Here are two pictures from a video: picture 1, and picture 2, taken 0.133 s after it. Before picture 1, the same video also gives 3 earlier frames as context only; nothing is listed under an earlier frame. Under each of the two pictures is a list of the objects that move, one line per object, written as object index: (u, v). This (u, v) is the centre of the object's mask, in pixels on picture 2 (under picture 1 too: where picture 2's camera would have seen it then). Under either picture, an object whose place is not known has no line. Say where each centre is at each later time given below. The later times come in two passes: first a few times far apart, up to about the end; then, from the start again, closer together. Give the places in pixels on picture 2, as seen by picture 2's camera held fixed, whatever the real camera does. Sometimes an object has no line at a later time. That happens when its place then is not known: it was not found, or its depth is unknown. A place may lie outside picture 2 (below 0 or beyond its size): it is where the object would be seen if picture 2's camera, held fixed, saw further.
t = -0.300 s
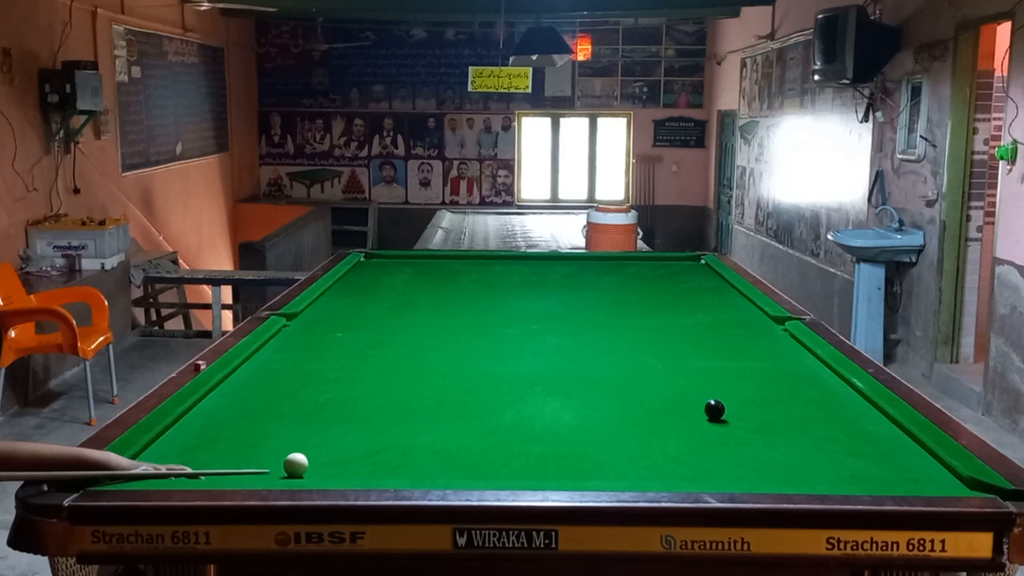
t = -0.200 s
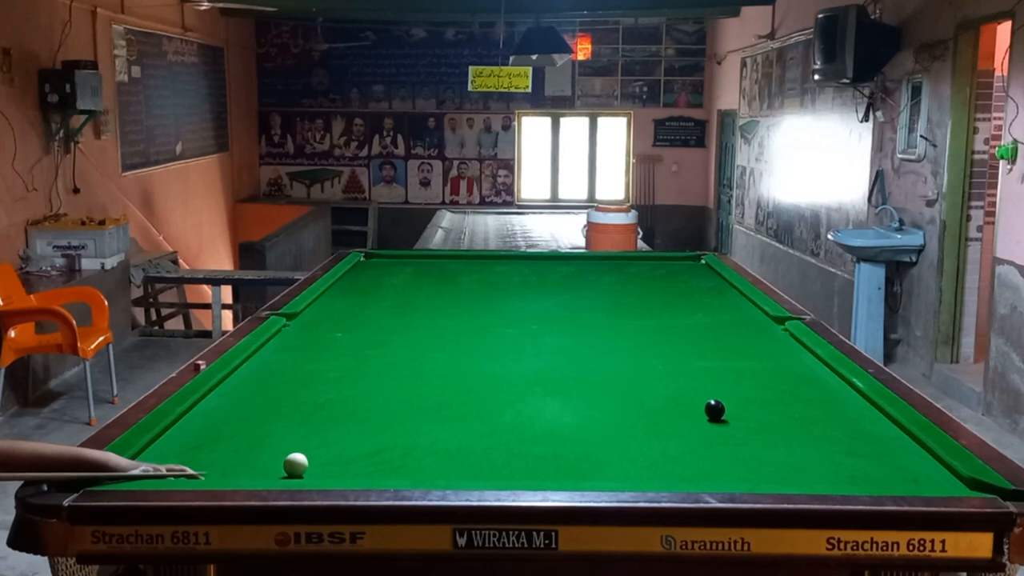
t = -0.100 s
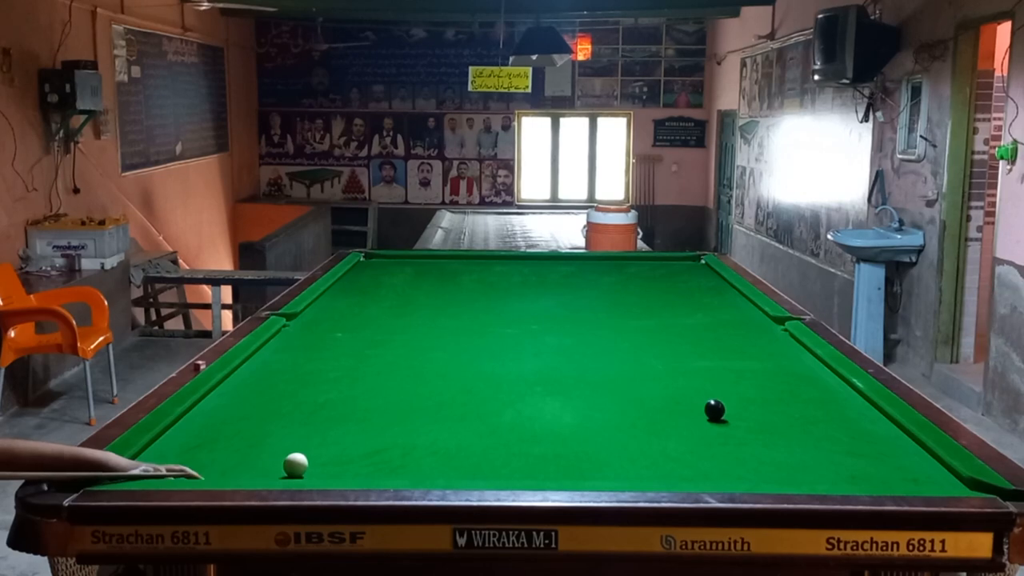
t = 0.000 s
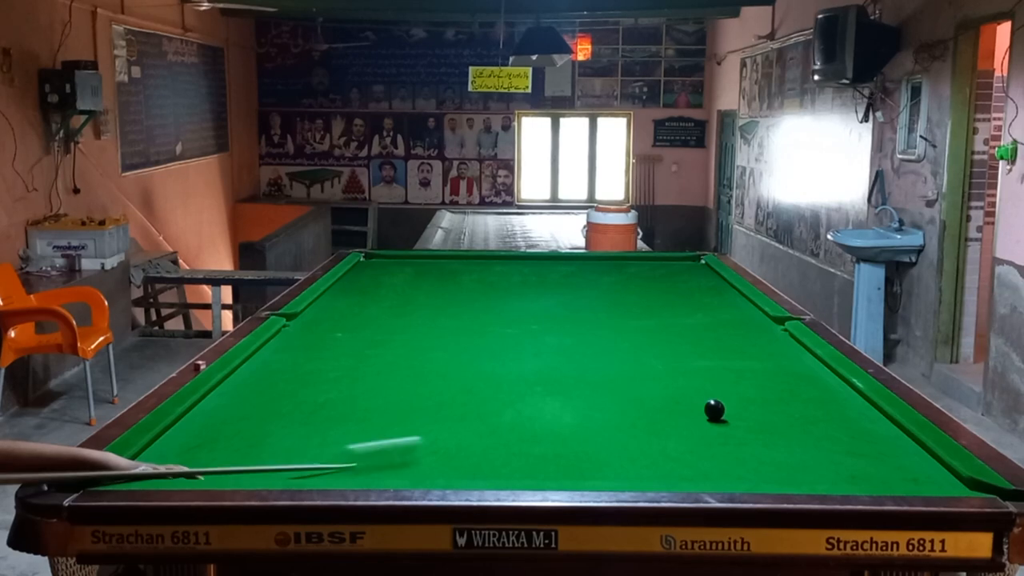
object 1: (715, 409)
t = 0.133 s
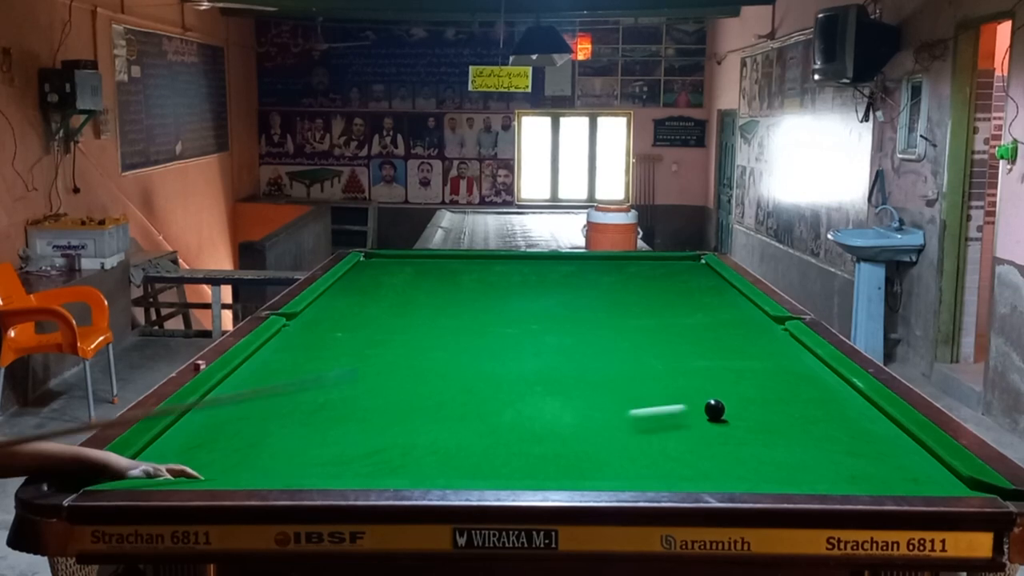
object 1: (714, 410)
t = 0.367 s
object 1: (734, 376)
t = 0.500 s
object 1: (620, 366)
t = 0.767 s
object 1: (420, 349)
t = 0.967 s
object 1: (288, 337)
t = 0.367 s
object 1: (734, 376)
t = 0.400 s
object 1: (705, 374)
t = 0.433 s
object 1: (676, 371)
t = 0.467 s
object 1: (647, 369)
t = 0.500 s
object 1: (620, 366)
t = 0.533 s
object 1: (593, 364)
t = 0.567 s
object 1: (566, 361)
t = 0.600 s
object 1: (541, 359)
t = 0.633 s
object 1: (516, 357)
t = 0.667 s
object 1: (491, 355)
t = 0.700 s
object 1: (467, 353)
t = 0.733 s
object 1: (444, 351)
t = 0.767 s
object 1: (420, 349)
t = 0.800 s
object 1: (397, 347)
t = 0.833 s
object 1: (375, 346)
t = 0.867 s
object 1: (352, 345)
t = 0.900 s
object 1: (330, 339)
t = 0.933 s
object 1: (308, 340)
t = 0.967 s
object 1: (288, 337)
